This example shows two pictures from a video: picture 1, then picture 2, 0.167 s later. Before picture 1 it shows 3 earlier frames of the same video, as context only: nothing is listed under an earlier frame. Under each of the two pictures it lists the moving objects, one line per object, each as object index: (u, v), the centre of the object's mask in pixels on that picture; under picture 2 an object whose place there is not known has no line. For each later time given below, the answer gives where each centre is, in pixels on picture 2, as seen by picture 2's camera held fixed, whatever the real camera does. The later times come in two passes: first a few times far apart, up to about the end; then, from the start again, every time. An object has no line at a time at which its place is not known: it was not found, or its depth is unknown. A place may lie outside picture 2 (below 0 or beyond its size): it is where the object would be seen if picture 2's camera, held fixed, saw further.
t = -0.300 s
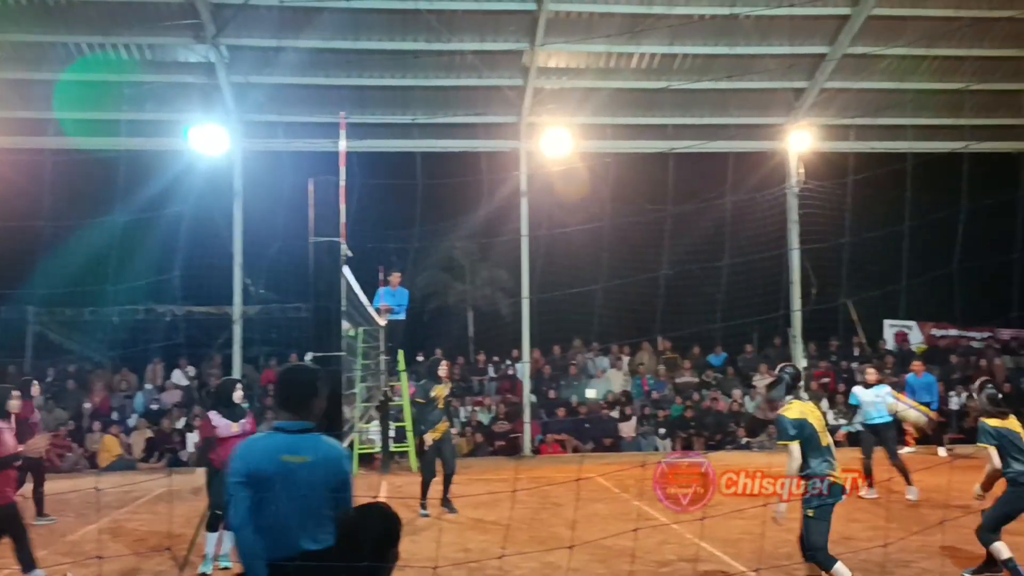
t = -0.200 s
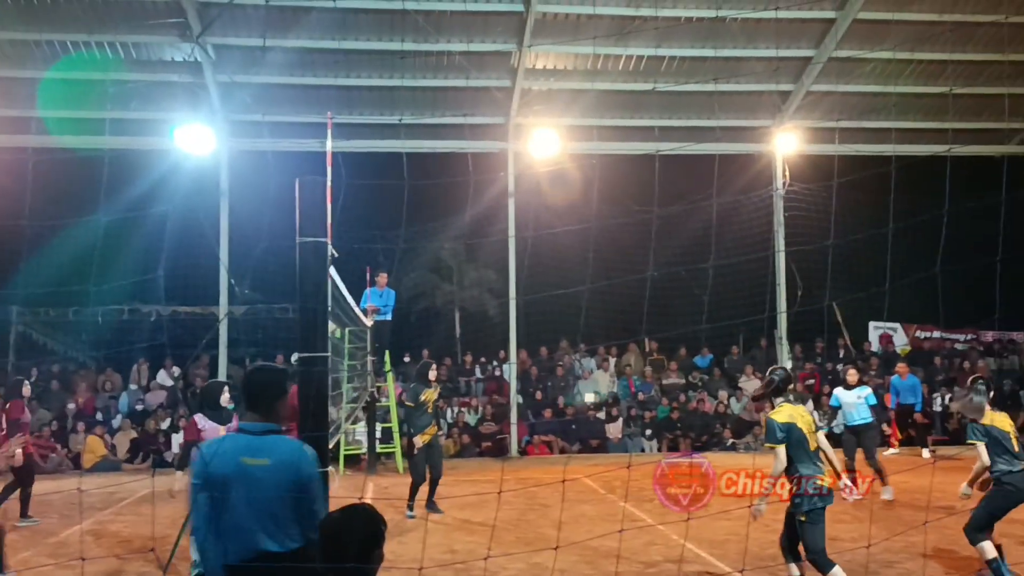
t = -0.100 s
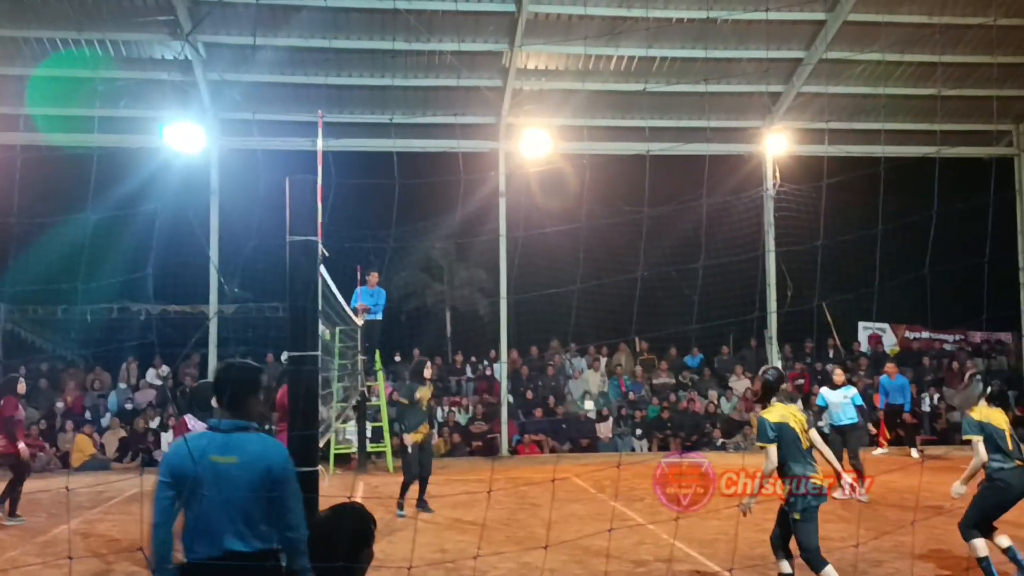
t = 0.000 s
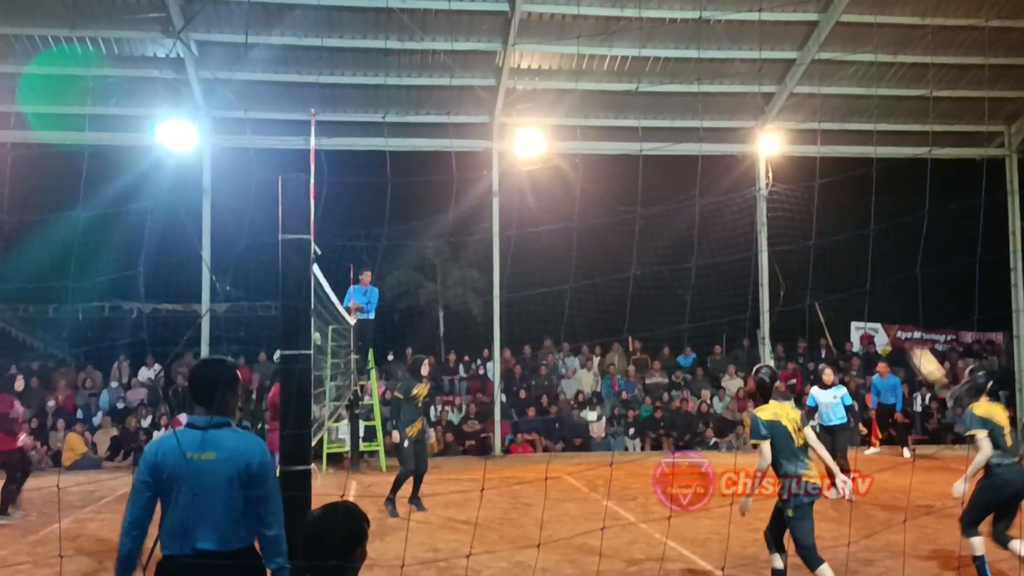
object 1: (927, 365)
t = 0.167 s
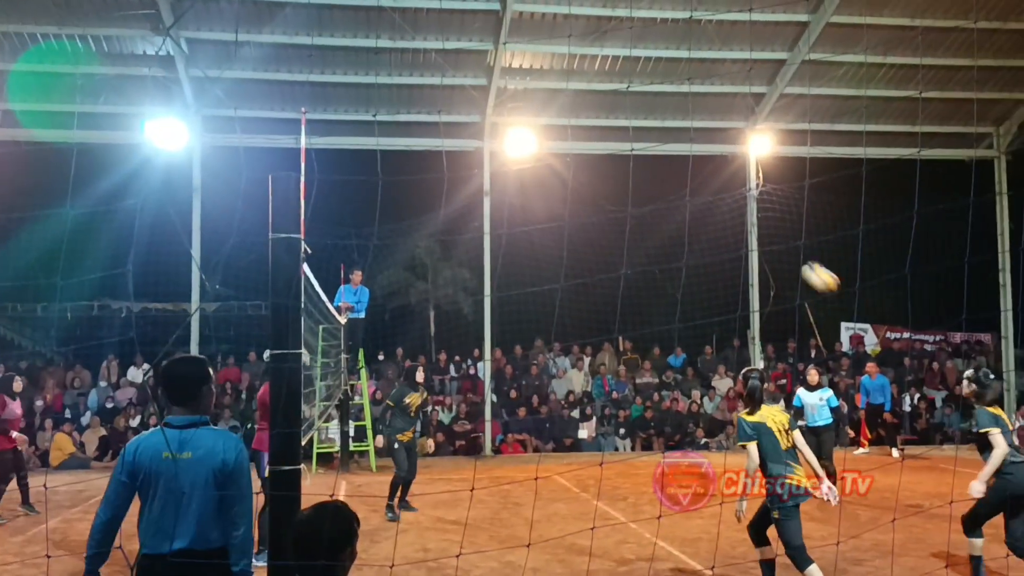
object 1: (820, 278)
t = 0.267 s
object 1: (767, 240)
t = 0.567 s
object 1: (619, 194)
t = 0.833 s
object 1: (502, 224)
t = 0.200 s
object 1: (802, 264)
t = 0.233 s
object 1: (784, 252)
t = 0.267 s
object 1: (767, 240)
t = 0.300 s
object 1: (750, 230)
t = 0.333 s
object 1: (732, 221)
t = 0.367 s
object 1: (715, 214)
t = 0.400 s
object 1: (699, 207)
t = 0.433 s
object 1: (682, 203)
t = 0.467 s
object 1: (666, 199)
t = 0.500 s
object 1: (650, 195)
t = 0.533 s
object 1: (635, 194)
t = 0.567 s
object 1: (619, 194)
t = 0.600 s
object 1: (604, 193)
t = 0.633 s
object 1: (589, 194)
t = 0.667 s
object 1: (574, 198)
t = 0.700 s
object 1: (558, 201)
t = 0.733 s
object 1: (545, 205)
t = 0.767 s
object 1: (530, 211)
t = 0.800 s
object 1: (515, 218)
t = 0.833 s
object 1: (502, 224)
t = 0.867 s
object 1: (488, 233)
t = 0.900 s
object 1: (473, 243)
